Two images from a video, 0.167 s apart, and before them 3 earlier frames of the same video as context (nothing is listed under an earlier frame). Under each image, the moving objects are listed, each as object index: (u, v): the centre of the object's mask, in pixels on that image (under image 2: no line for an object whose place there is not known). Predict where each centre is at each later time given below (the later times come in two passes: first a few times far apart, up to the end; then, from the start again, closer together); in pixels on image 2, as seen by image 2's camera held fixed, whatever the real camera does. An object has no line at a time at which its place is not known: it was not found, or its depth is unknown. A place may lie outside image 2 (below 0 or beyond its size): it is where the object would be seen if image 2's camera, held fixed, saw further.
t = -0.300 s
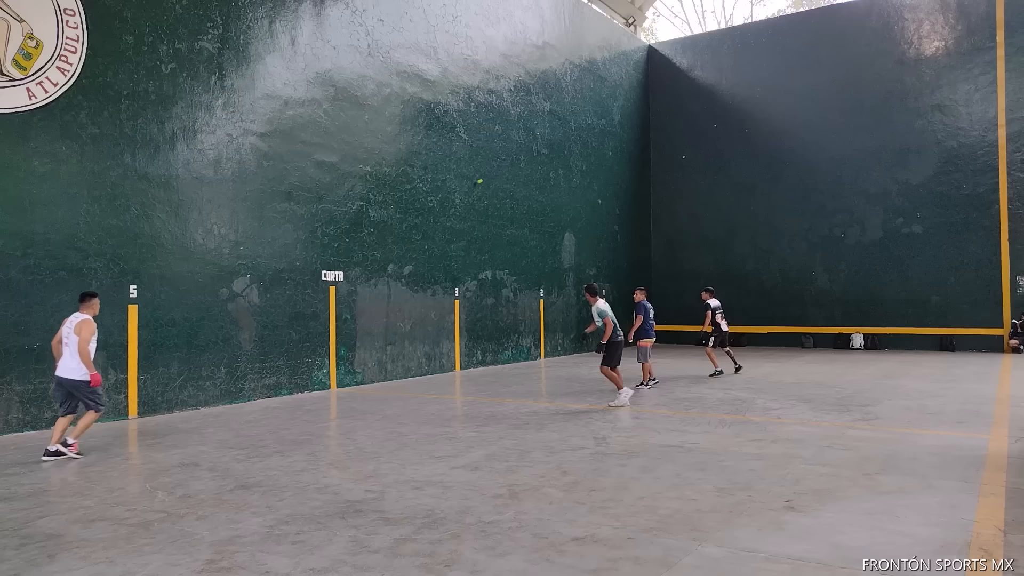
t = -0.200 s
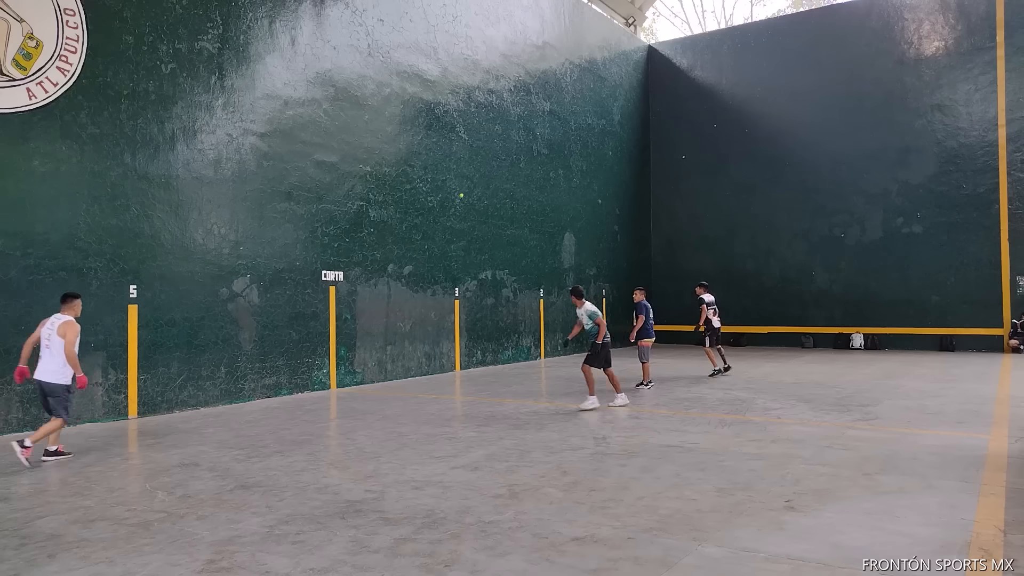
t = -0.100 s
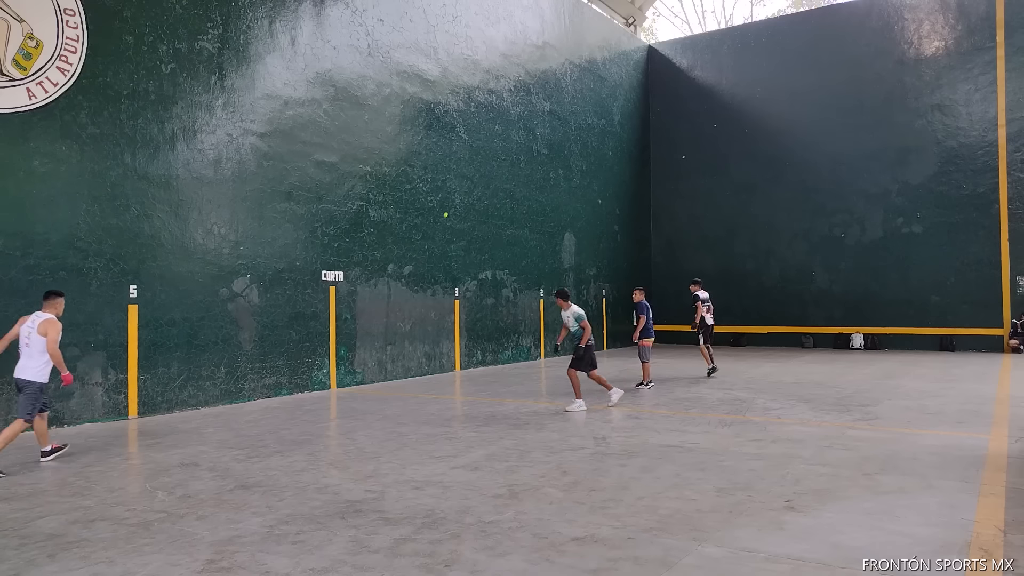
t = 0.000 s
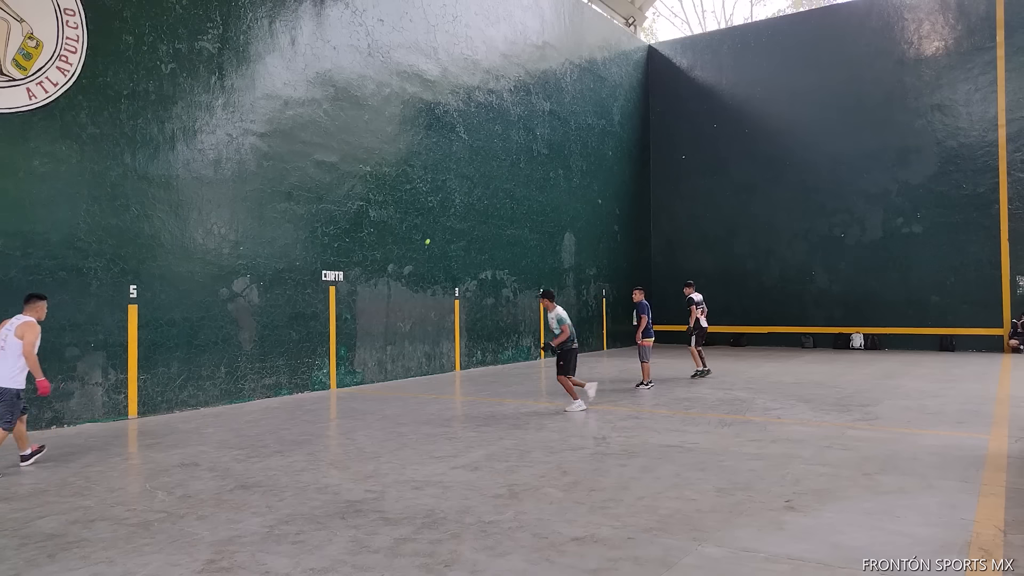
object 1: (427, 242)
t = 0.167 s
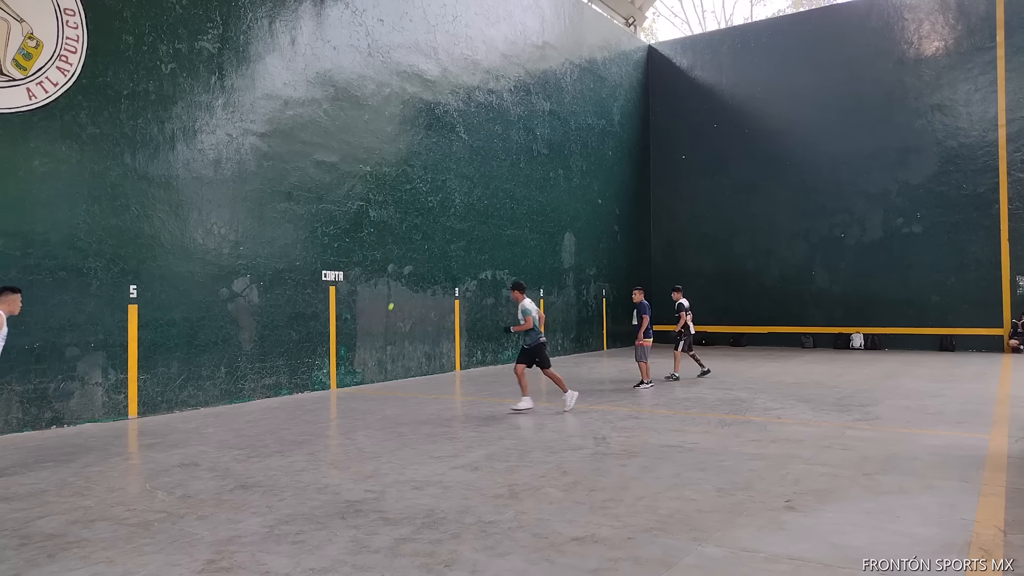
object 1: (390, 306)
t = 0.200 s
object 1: (382, 323)
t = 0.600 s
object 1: (312, 294)
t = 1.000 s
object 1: (242, 203)
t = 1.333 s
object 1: (156, 228)
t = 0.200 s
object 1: (382, 323)
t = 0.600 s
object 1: (312, 294)
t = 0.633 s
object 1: (307, 283)
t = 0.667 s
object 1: (302, 273)
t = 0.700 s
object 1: (297, 263)
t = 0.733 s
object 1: (292, 253)
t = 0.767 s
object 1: (286, 245)
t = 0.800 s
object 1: (281, 236)
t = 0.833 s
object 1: (275, 229)
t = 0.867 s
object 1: (269, 222)
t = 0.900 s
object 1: (262, 216)
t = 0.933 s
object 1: (256, 211)
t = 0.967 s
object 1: (249, 207)
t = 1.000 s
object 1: (242, 203)
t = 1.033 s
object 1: (235, 201)
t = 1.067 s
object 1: (227, 199)
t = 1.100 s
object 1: (219, 198)
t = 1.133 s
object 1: (211, 199)
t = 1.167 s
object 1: (203, 200)
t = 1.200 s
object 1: (195, 203)
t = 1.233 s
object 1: (185, 208)
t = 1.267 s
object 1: (175, 213)
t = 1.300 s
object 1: (166, 220)
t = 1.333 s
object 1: (156, 228)
